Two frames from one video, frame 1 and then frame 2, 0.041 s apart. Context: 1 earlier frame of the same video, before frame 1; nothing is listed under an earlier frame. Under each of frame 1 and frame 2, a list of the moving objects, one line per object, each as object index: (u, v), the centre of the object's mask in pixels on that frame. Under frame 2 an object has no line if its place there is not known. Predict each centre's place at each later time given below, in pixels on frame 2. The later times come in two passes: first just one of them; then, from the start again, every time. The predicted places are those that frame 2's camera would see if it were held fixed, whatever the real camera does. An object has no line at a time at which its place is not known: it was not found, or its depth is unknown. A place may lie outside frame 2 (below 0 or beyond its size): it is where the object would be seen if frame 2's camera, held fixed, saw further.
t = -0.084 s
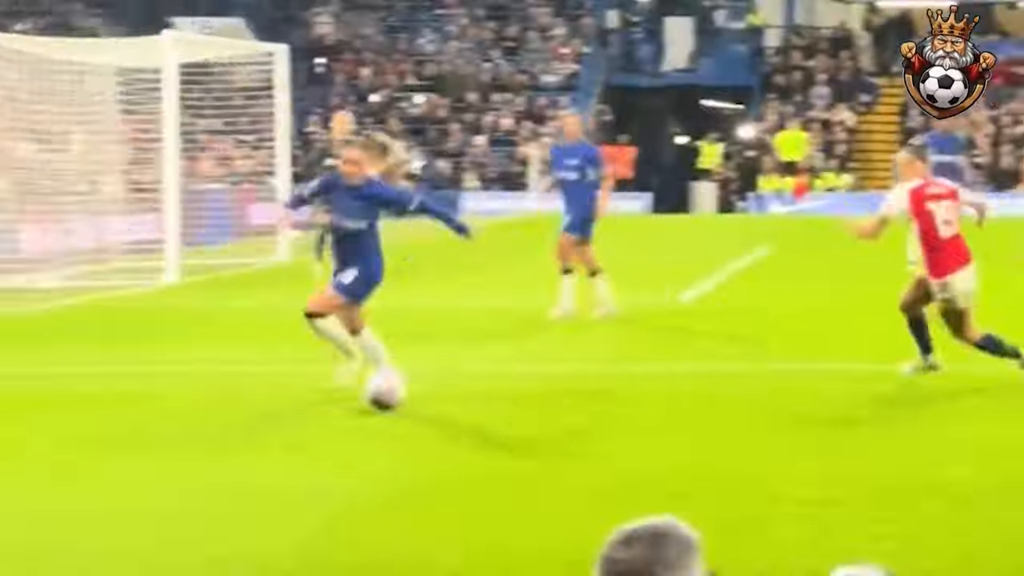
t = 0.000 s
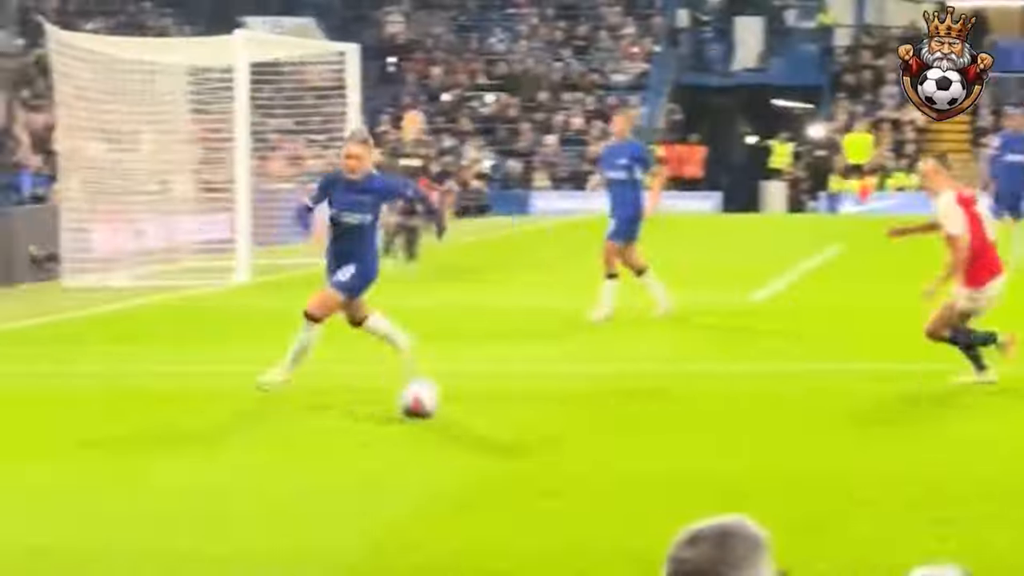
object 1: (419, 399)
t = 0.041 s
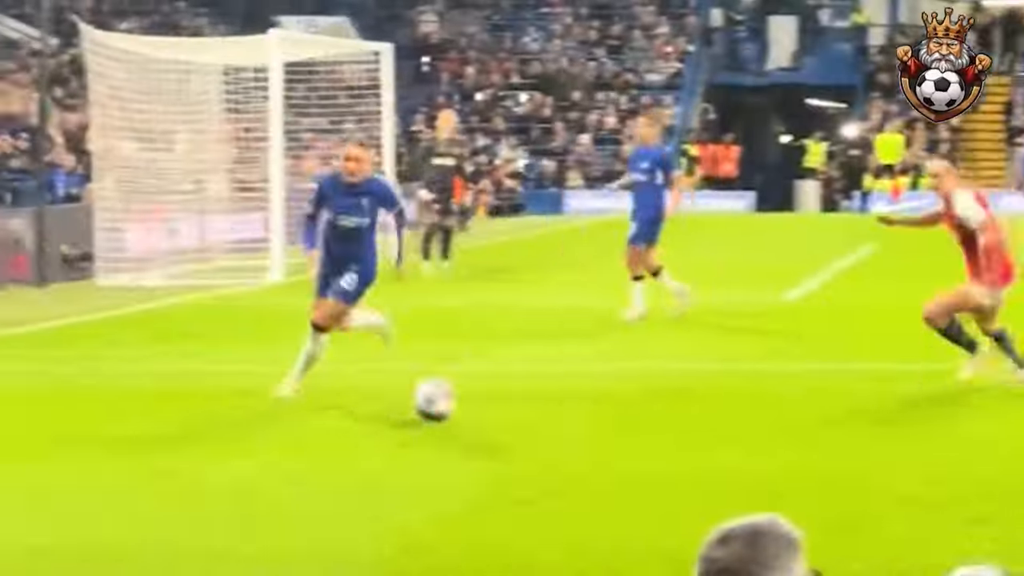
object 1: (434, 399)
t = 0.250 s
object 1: (345, 413)
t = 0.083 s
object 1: (418, 404)
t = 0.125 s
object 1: (401, 407)
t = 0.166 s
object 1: (384, 406)
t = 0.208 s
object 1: (365, 409)
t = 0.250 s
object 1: (345, 413)
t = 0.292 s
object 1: (324, 412)
